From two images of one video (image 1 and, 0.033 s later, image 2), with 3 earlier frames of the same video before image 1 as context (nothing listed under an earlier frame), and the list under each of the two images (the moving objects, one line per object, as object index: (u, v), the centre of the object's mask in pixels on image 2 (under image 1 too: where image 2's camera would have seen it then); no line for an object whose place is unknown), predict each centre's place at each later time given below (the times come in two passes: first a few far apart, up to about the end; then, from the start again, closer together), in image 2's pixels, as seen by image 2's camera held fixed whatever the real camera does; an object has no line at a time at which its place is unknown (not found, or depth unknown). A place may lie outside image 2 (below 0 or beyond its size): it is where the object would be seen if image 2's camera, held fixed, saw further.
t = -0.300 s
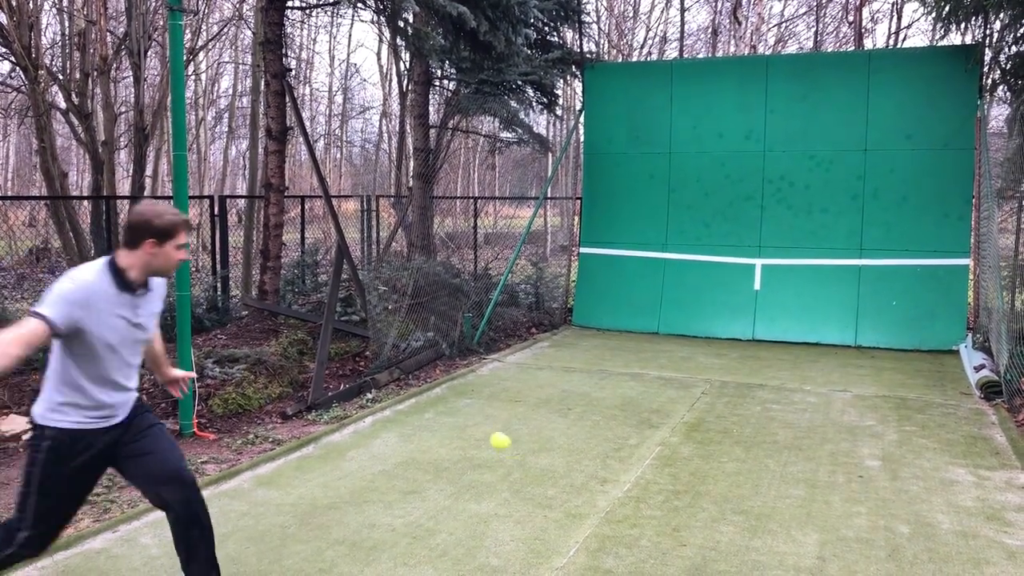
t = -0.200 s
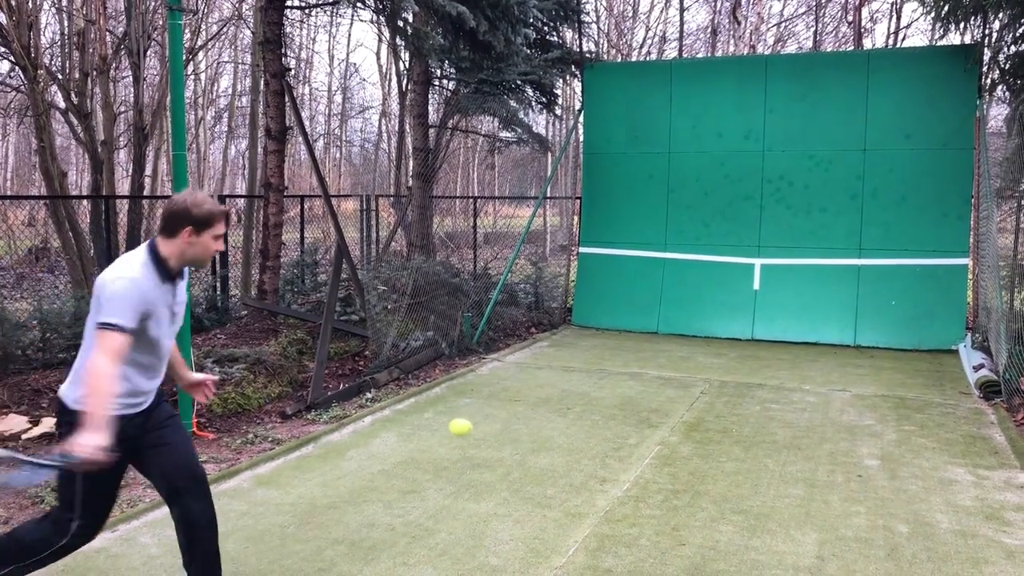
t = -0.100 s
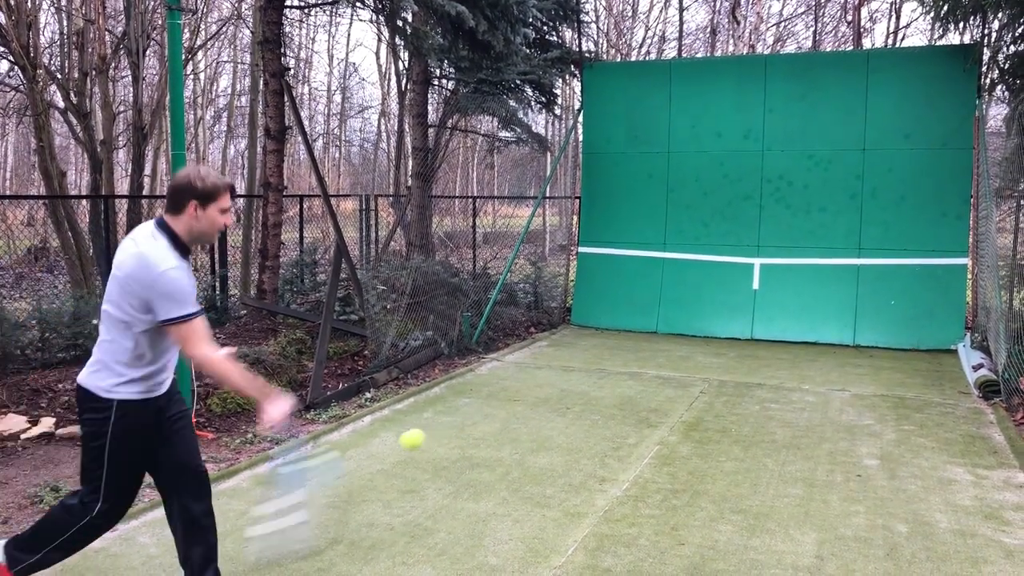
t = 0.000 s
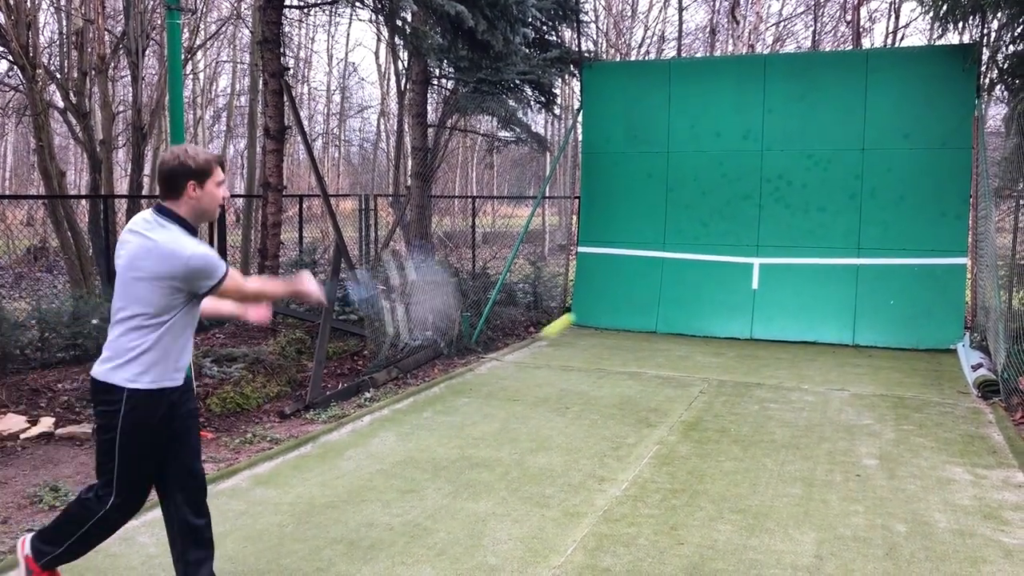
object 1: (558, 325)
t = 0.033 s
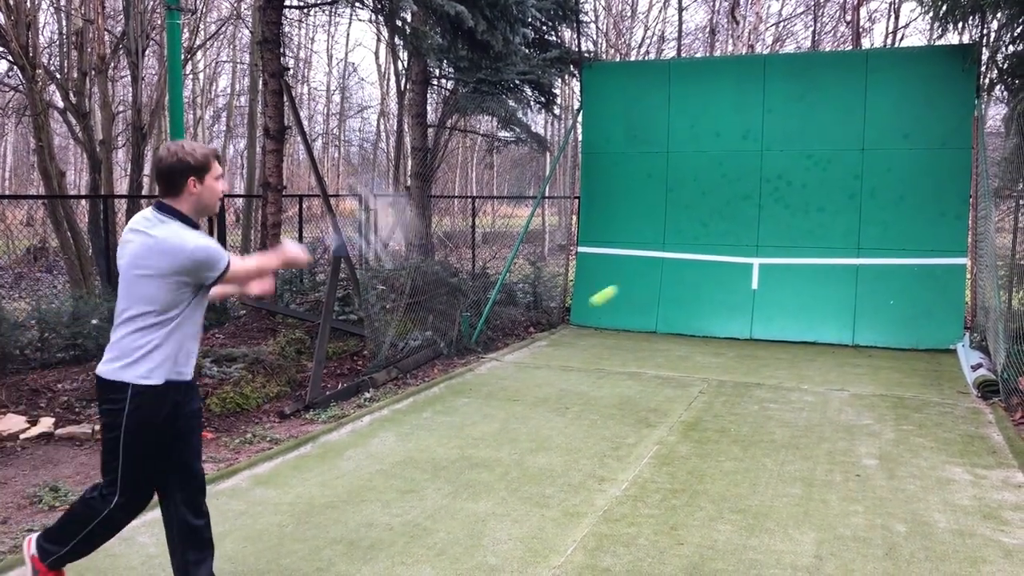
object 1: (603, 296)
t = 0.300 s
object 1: (766, 229)
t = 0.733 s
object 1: (688, 262)
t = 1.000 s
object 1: (589, 456)
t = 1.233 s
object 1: (503, 427)
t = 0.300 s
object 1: (766, 229)
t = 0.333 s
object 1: (771, 228)
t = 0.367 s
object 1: (766, 224)
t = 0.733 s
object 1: (688, 262)
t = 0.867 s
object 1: (646, 331)
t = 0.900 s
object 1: (633, 356)
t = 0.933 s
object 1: (620, 385)
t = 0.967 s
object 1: (605, 418)
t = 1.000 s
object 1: (589, 456)
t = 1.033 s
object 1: (572, 491)
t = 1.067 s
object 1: (562, 476)
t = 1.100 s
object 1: (552, 462)
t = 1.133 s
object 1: (541, 450)
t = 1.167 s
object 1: (529, 440)
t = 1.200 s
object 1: (517, 433)
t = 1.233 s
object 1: (503, 427)
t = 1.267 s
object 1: (489, 424)
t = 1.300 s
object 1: (474, 423)
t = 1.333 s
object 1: (458, 425)
